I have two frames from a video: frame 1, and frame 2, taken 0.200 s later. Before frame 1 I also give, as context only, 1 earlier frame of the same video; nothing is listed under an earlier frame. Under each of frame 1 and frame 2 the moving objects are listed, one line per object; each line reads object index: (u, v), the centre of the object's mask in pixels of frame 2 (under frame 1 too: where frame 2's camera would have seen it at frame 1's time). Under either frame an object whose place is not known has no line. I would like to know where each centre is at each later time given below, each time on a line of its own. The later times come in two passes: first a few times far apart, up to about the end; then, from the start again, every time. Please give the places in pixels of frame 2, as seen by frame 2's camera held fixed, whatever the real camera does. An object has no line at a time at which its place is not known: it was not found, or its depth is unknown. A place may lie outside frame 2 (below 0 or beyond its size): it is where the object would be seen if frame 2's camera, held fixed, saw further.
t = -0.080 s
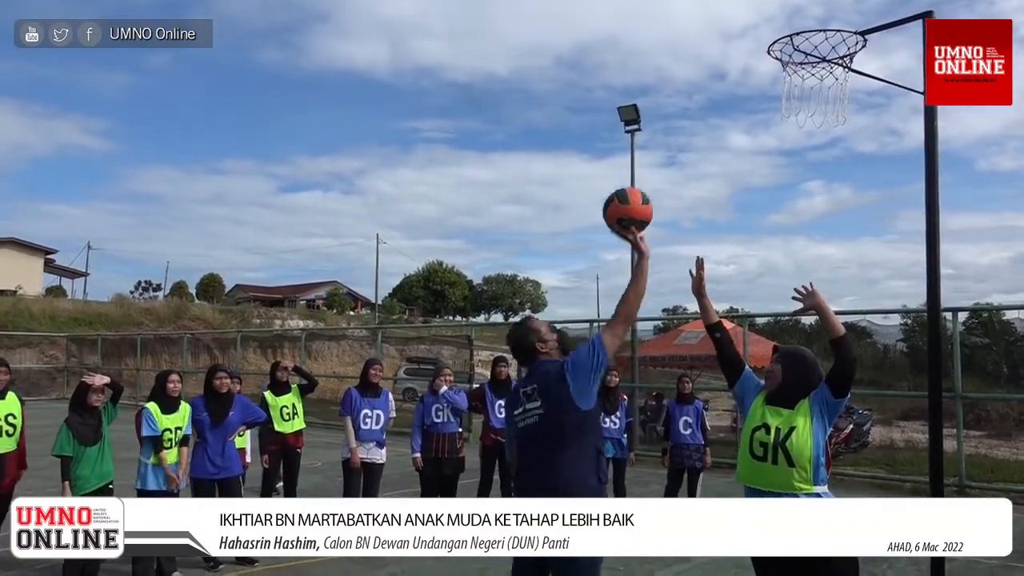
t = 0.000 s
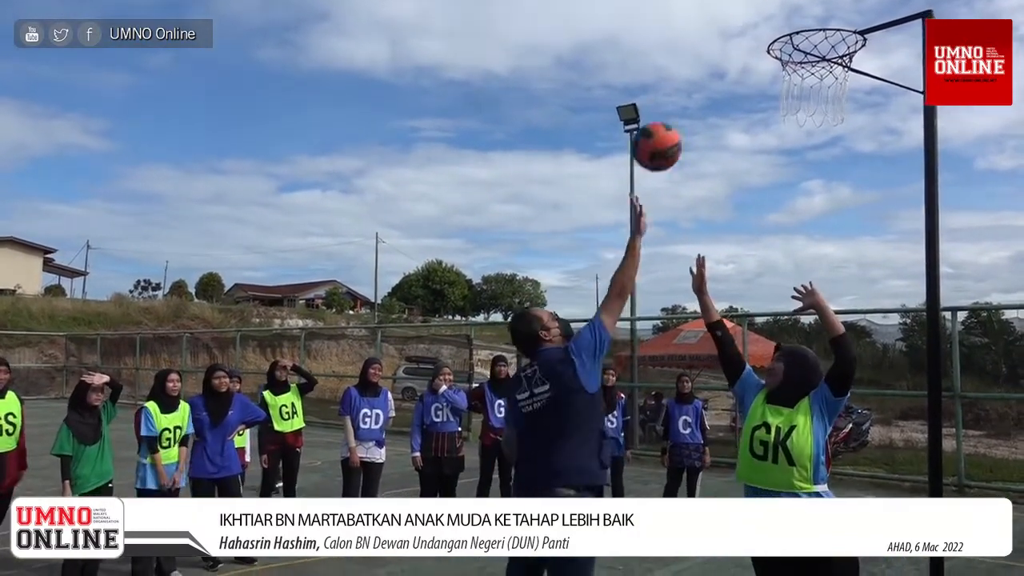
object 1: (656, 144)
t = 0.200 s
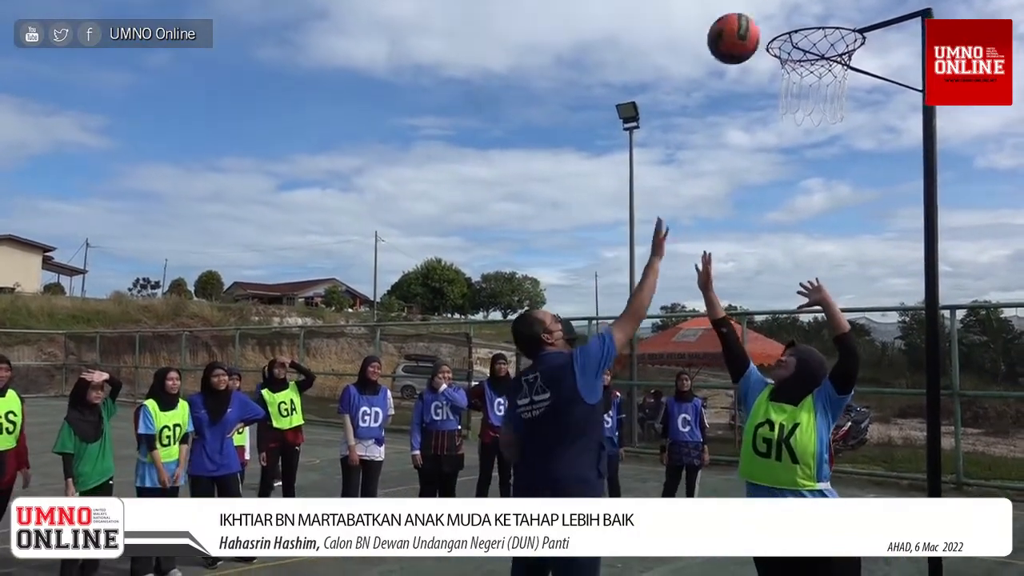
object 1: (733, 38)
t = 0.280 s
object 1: (750, 22)
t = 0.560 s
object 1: (748, 27)
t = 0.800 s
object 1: (740, 113)
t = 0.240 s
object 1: (749, 27)
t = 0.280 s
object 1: (750, 22)
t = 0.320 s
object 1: (750, 20)
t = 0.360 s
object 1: (751, 20)
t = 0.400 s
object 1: (752, 22)
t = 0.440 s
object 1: (752, 22)
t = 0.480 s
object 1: (751, 23)
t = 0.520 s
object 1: (749, 26)
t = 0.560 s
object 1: (748, 27)
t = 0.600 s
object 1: (747, 31)
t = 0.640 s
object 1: (745, 40)
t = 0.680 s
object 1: (743, 52)
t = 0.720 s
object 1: (742, 68)
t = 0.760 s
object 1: (740, 89)
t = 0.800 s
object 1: (740, 113)
